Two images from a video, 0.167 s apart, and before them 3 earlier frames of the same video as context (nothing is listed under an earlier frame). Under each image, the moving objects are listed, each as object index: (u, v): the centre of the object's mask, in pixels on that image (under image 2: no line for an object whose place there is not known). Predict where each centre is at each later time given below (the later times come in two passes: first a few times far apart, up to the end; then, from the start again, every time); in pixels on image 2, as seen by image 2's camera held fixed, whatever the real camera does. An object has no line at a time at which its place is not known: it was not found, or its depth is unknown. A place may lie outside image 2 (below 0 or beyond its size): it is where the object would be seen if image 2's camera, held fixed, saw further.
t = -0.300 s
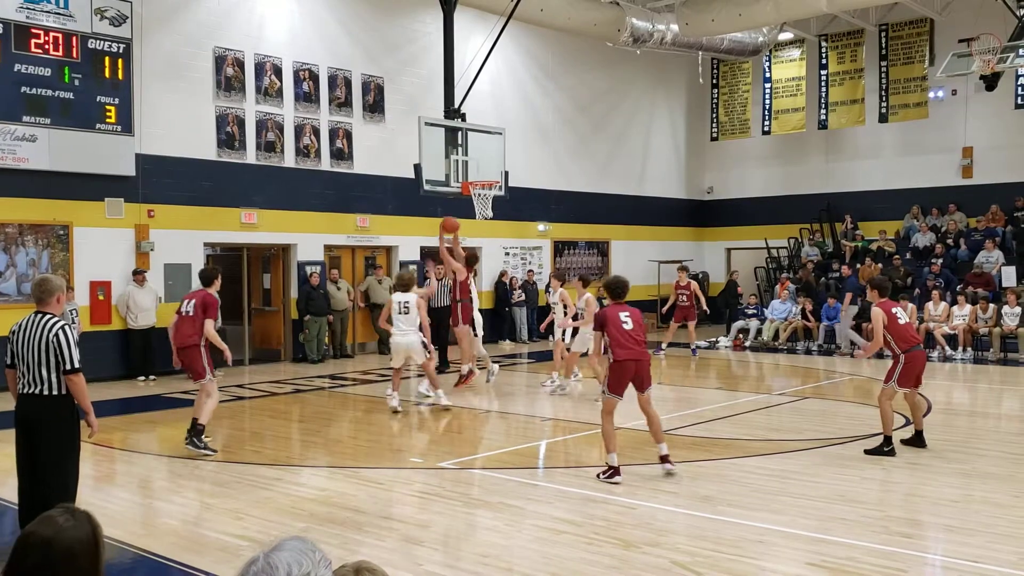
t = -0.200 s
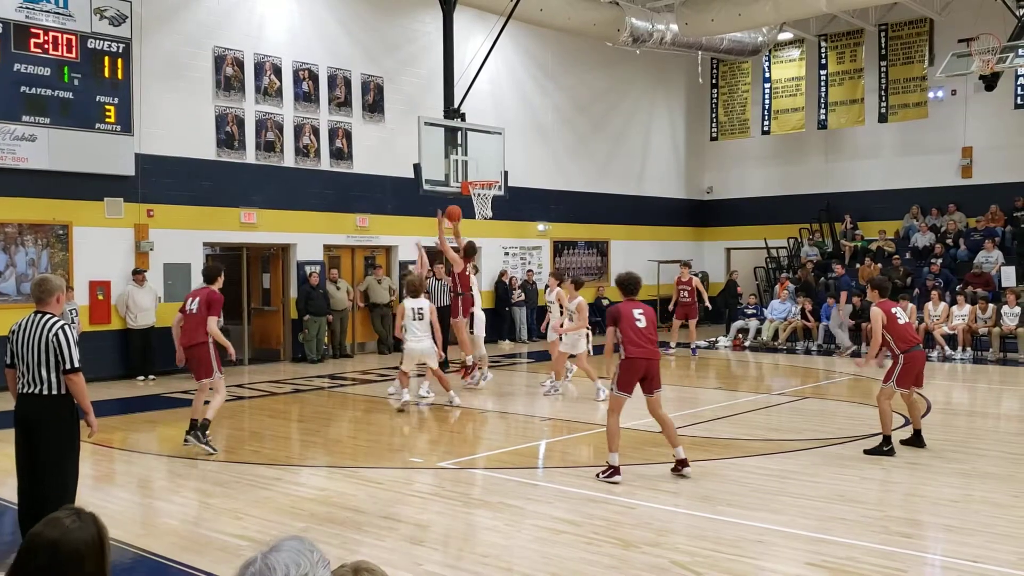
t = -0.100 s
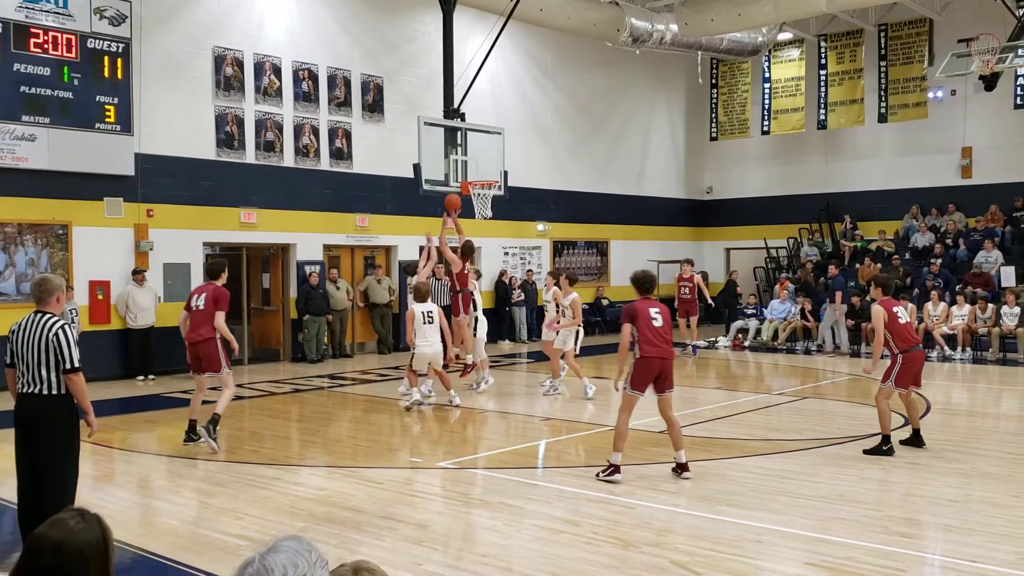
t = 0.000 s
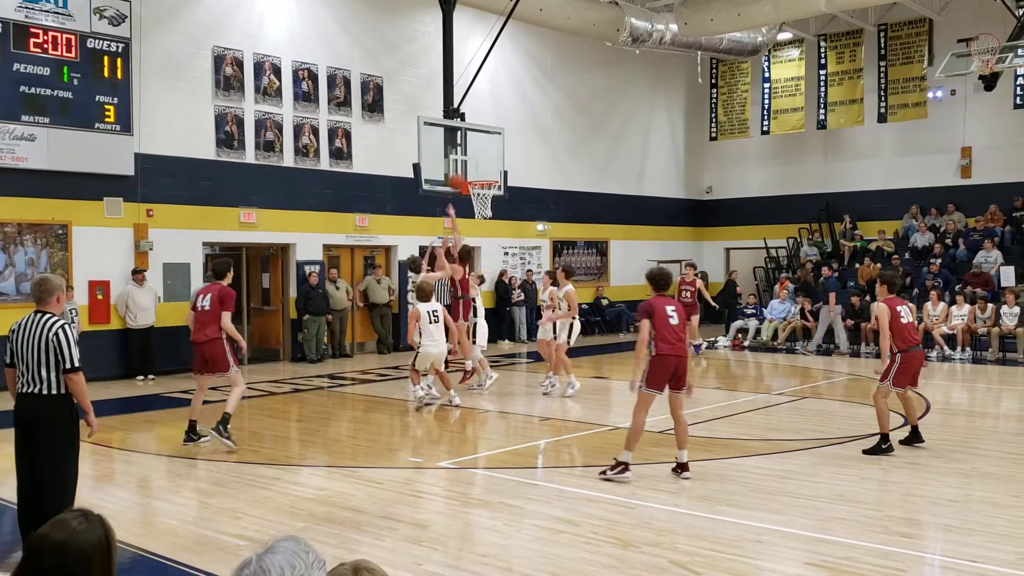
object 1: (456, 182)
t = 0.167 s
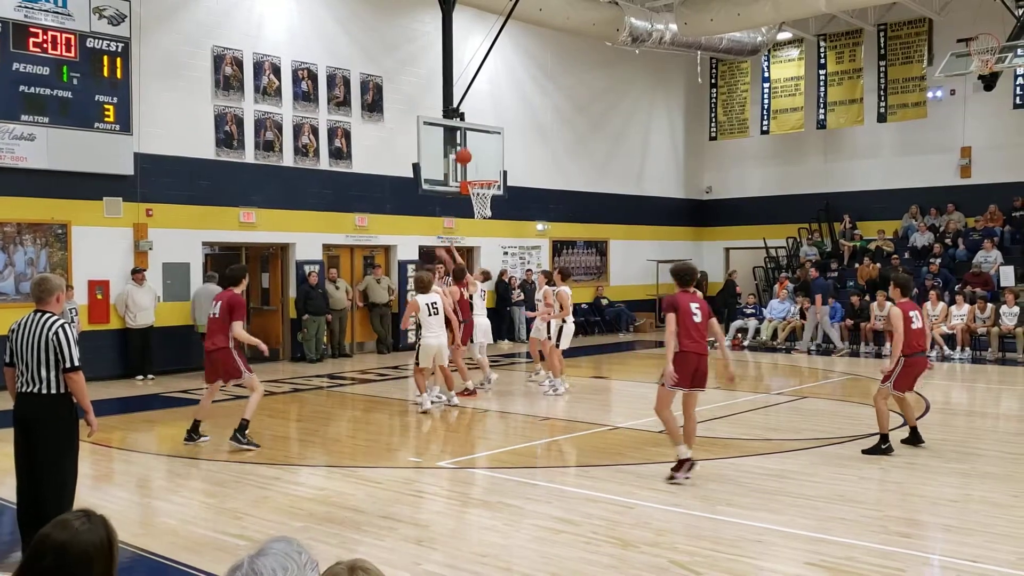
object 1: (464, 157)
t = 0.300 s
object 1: (469, 150)
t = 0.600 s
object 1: (483, 175)
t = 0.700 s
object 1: (487, 174)
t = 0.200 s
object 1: (466, 154)
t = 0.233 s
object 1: (467, 151)
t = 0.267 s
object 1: (468, 150)
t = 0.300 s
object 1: (469, 150)
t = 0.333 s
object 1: (471, 150)
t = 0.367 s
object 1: (473, 151)
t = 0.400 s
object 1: (474, 152)
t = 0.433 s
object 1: (476, 155)
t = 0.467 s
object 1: (477, 158)
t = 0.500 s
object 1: (479, 162)
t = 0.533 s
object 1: (480, 166)
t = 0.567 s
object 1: (482, 172)
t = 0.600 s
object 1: (483, 175)
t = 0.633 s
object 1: (484, 175)
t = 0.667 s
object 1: (486, 174)
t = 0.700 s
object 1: (487, 174)
